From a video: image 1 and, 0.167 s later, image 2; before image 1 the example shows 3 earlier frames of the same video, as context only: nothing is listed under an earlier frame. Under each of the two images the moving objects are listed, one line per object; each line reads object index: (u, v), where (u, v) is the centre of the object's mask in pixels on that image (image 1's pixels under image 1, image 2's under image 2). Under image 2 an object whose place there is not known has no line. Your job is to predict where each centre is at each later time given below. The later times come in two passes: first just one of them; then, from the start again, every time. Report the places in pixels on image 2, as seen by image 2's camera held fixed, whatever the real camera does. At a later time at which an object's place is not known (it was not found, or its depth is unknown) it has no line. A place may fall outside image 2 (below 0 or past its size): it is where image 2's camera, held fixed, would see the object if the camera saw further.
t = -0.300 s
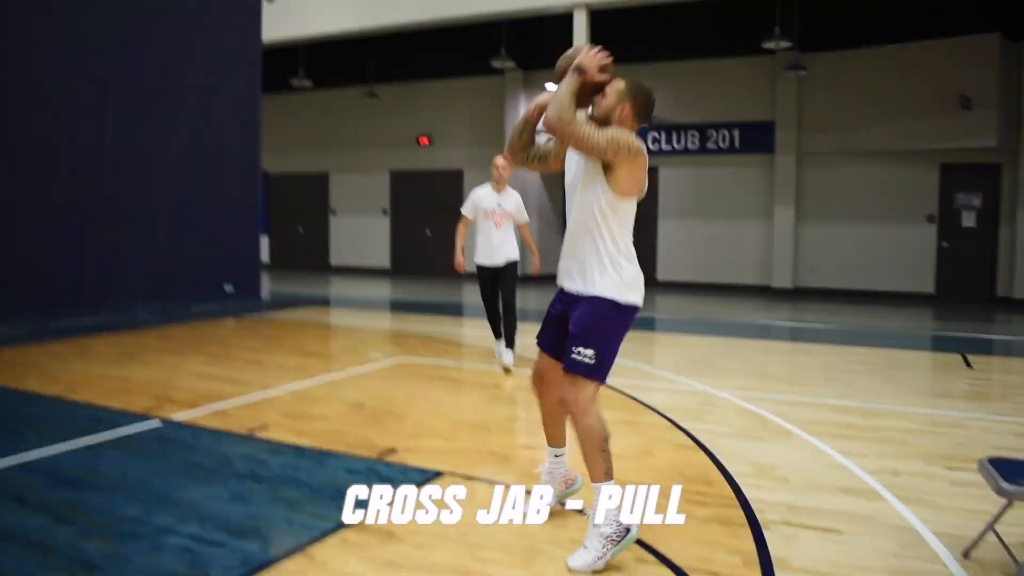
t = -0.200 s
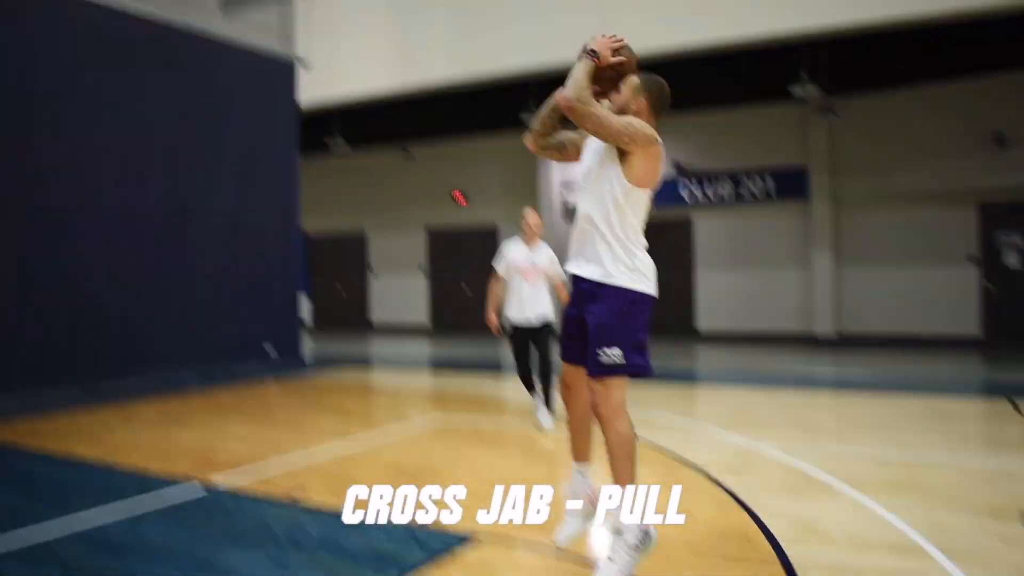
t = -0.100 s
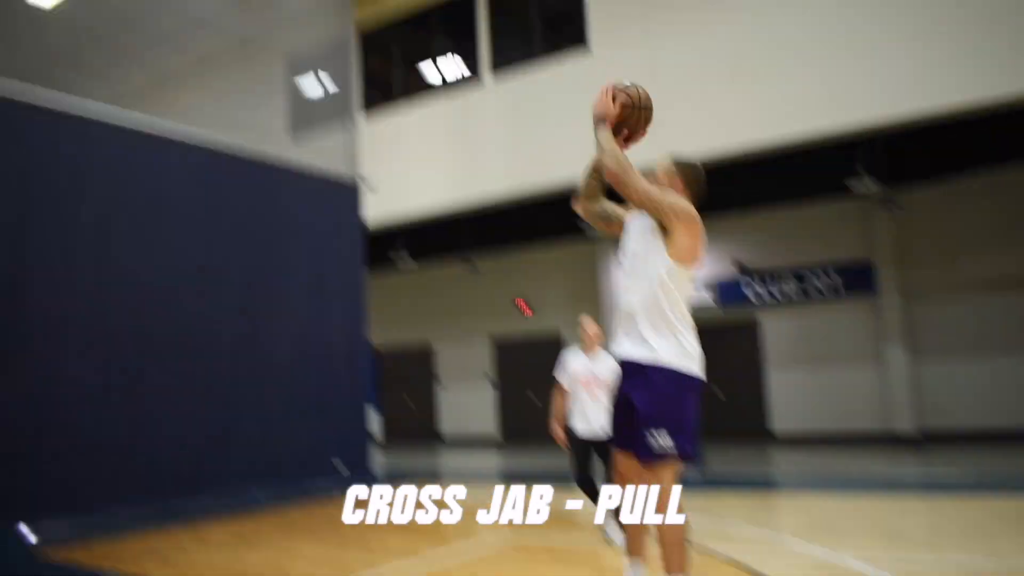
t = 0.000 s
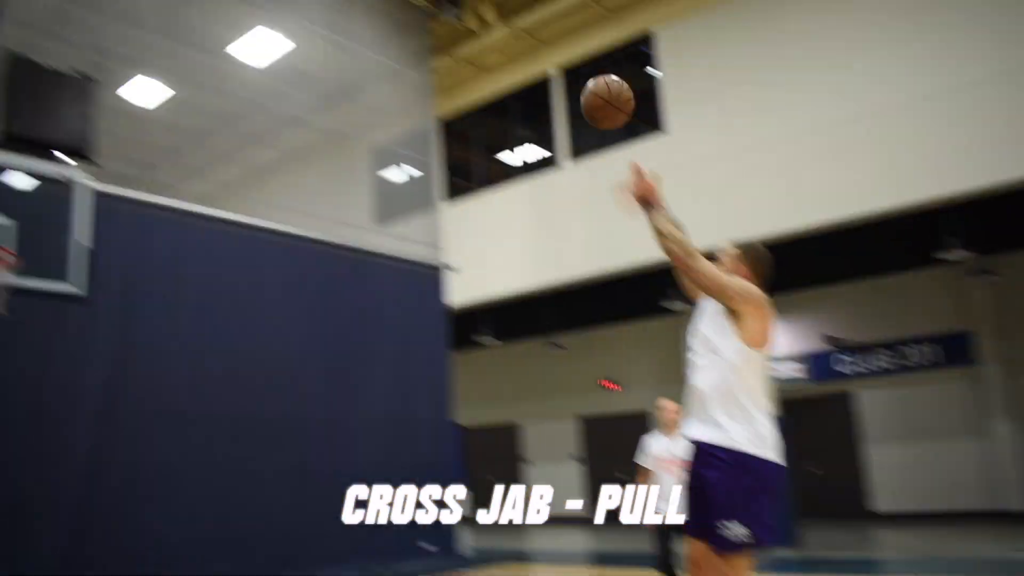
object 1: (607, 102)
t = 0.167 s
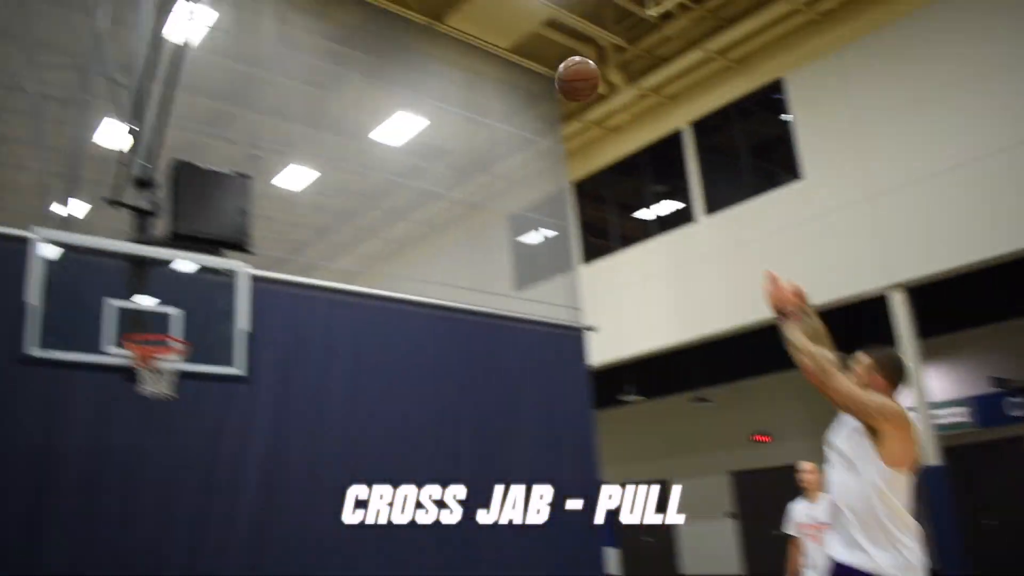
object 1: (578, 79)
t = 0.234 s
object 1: (529, 67)
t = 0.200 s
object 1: (553, 72)
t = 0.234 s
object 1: (529, 67)
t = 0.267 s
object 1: (507, 62)
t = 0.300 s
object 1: (487, 60)
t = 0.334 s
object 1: (467, 59)
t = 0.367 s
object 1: (449, 58)
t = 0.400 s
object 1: (433, 59)
